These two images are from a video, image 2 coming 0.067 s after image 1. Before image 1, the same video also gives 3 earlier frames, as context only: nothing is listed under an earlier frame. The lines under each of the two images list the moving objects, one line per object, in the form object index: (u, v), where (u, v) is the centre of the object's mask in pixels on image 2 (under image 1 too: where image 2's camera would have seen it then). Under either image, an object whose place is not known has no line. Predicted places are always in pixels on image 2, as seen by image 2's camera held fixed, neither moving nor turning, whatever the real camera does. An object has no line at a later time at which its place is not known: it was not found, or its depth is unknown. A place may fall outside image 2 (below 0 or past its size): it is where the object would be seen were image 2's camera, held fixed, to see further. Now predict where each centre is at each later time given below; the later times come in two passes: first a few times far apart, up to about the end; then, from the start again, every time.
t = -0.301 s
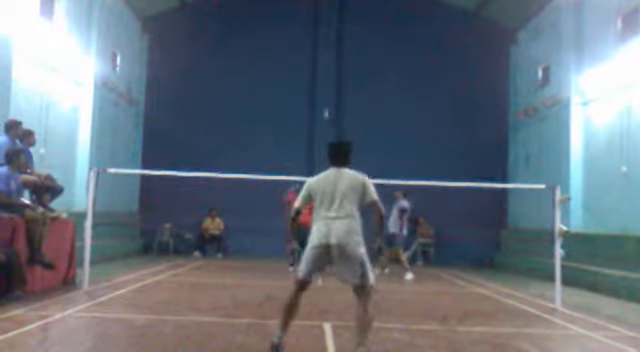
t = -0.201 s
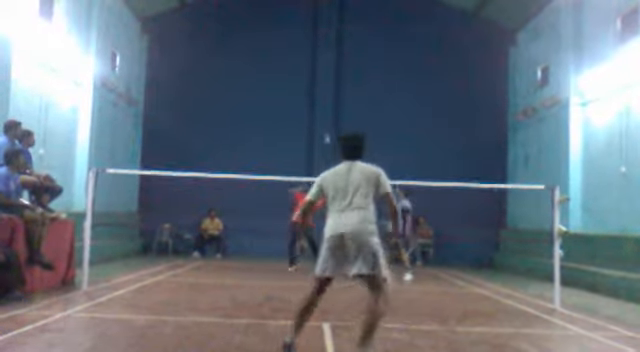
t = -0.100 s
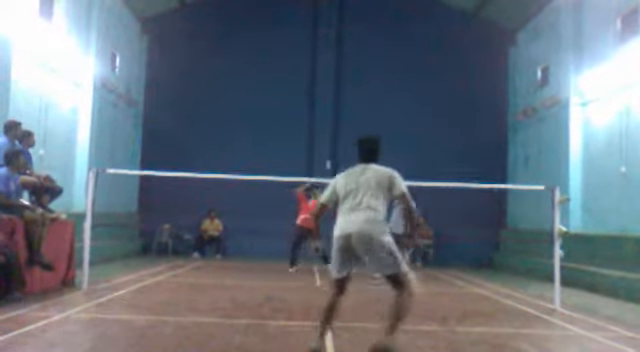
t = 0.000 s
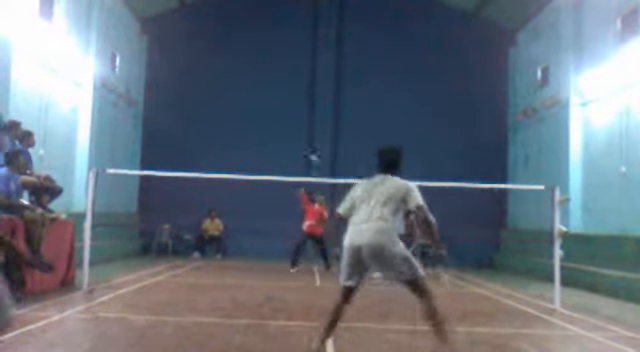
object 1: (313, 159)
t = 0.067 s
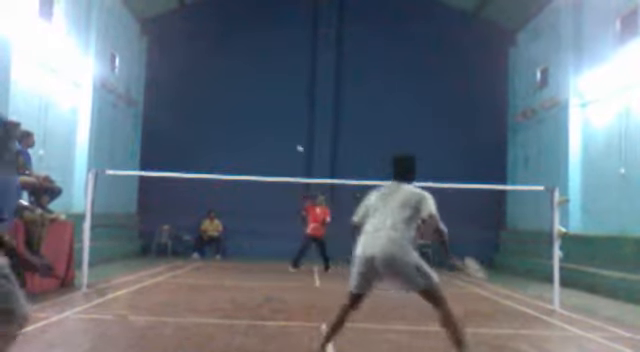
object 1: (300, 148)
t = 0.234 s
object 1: (269, 135)
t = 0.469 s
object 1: (228, 148)
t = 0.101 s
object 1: (293, 145)
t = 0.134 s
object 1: (288, 140)
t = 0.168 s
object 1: (281, 138)
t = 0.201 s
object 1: (275, 136)
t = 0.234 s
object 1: (269, 135)
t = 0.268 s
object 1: (263, 134)
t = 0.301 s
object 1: (256, 135)
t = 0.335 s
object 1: (250, 135)
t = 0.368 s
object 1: (245, 137)
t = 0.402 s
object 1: (238, 140)
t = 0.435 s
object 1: (233, 144)
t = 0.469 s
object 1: (228, 148)
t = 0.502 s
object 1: (222, 153)
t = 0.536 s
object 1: (215, 159)
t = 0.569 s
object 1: (208, 167)
